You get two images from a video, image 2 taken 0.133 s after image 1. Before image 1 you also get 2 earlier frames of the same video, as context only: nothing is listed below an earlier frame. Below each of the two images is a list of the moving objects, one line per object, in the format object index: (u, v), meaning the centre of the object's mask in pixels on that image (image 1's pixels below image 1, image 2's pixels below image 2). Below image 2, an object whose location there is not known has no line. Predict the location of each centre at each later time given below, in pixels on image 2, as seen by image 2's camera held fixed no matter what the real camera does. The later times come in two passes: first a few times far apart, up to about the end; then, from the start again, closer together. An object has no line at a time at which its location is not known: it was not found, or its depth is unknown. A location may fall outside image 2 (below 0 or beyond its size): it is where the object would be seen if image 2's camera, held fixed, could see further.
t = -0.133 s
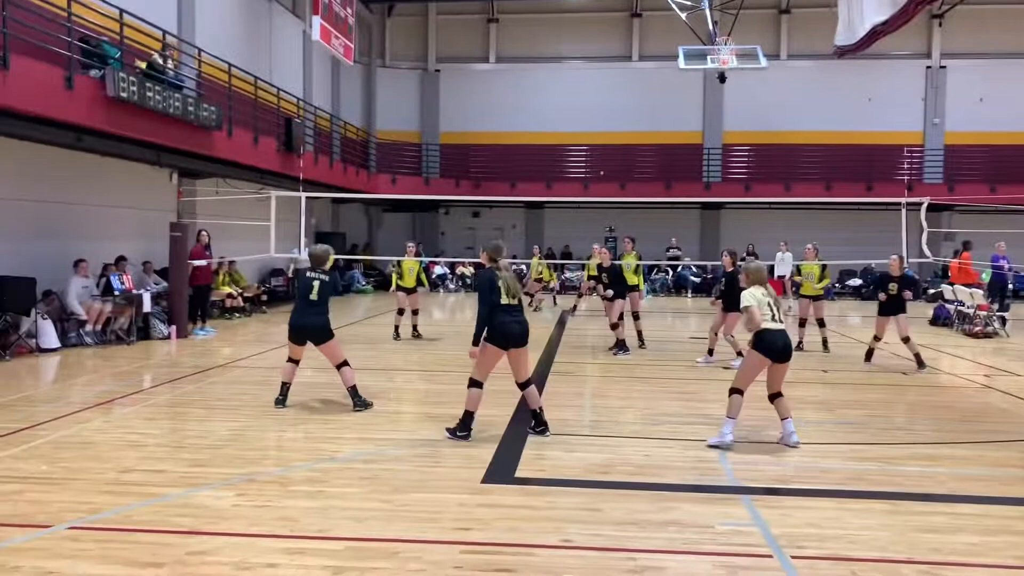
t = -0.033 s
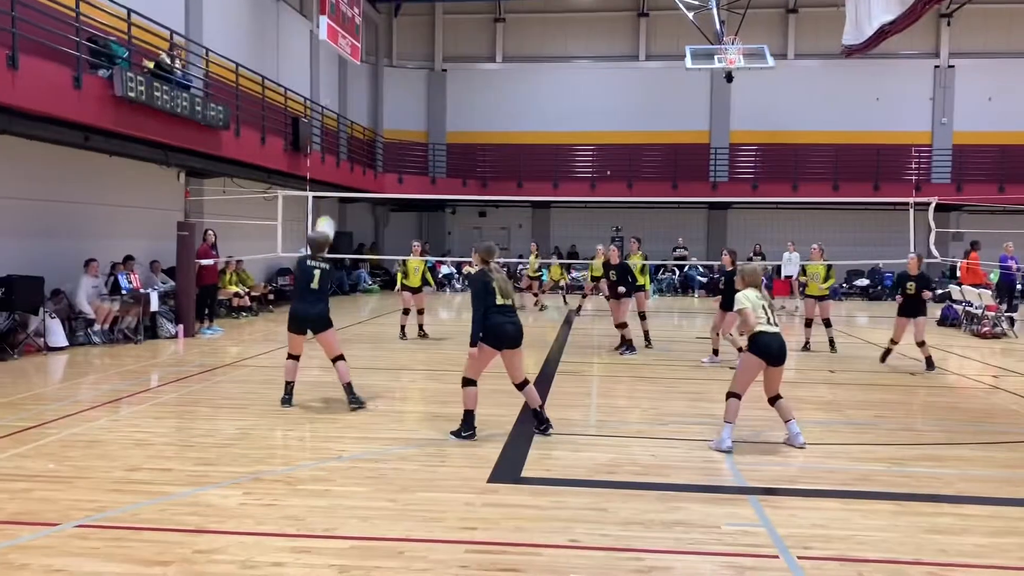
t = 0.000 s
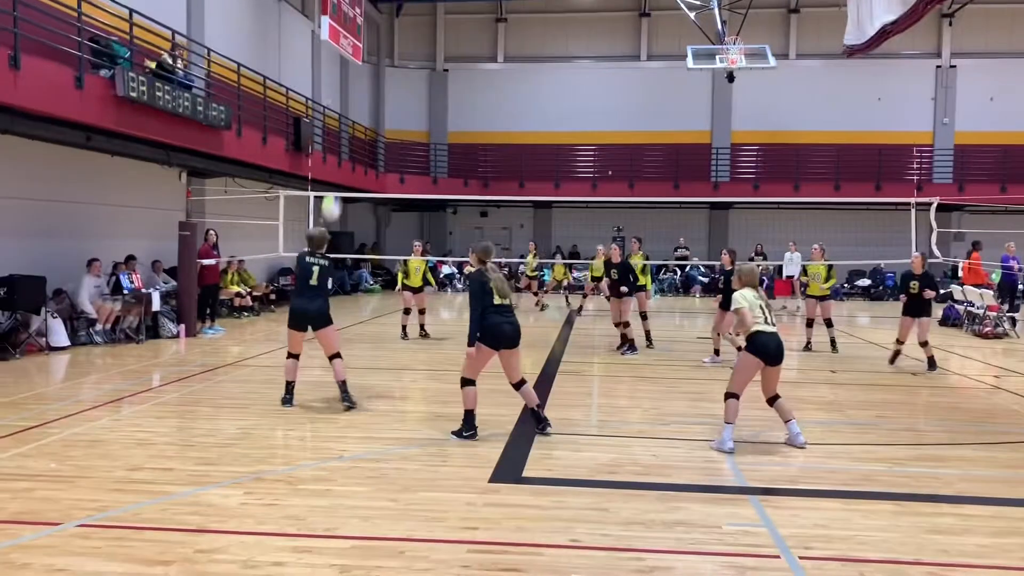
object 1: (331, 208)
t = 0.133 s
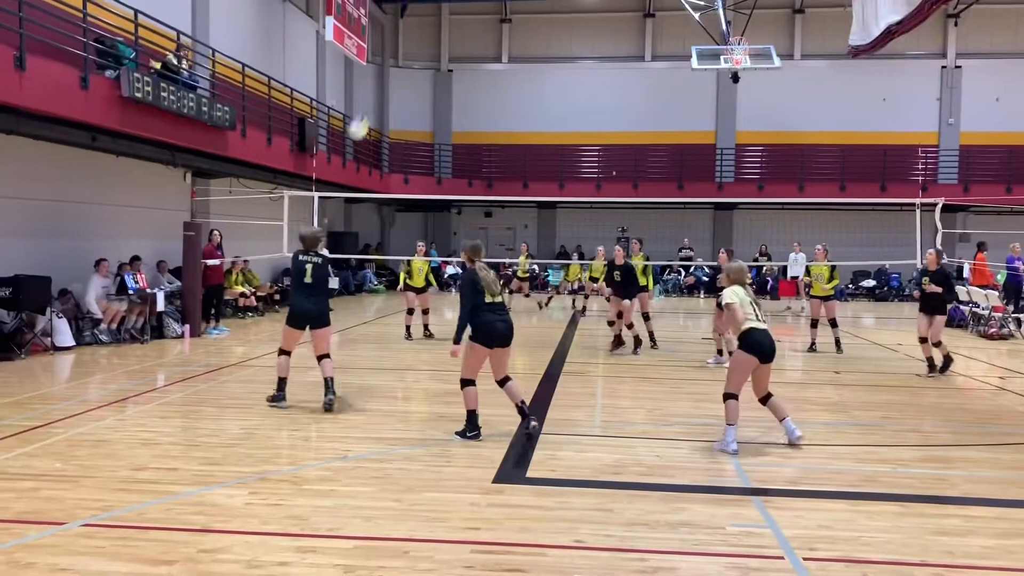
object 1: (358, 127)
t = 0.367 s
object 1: (394, 37)
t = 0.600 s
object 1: (425, 4)
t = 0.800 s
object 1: (448, 13)
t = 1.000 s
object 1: (470, 53)
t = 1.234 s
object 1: (491, 135)
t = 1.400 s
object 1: (503, 210)
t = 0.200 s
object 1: (369, 95)
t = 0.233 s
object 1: (375, 80)
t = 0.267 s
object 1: (378, 69)
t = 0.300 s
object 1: (384, 57)
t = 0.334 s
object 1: (389, 46)
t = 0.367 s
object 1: (394, 37)
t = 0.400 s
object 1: (399, 30)
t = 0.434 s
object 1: (404, 23)
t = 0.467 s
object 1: (409, 17)
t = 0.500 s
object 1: (413, 12)
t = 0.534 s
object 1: (417, 8)
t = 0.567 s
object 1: (421, 6)
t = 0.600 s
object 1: (425, 4)
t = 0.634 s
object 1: (430, 4)
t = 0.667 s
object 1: (434, 4)
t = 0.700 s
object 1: (438, 4)
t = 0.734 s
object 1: (442, 6)
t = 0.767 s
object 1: (446, 9)
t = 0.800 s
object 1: (448, 13)
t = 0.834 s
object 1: (453, 18)
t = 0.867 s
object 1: (456, 22)
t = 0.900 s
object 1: (460, 30)
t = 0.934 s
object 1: (464, 37)
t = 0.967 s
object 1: (467, 45)
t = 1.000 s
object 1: (470, 53)
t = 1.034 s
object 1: (473, 63)
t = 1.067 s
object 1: (474, 75)
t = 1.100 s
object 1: (480, 85)
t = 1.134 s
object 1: (482, 95)
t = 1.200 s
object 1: (488, 121)
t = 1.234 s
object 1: (491, 135)
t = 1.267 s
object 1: (494, 149)
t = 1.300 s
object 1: (495, 163)
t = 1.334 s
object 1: (498, 178)
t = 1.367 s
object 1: (501, 192)
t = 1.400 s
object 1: (503, 210)
